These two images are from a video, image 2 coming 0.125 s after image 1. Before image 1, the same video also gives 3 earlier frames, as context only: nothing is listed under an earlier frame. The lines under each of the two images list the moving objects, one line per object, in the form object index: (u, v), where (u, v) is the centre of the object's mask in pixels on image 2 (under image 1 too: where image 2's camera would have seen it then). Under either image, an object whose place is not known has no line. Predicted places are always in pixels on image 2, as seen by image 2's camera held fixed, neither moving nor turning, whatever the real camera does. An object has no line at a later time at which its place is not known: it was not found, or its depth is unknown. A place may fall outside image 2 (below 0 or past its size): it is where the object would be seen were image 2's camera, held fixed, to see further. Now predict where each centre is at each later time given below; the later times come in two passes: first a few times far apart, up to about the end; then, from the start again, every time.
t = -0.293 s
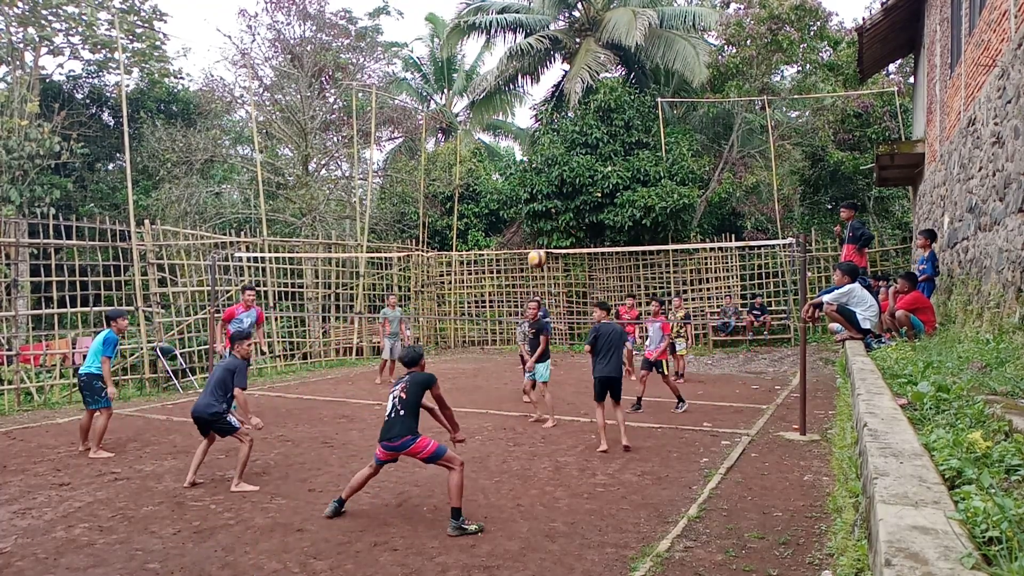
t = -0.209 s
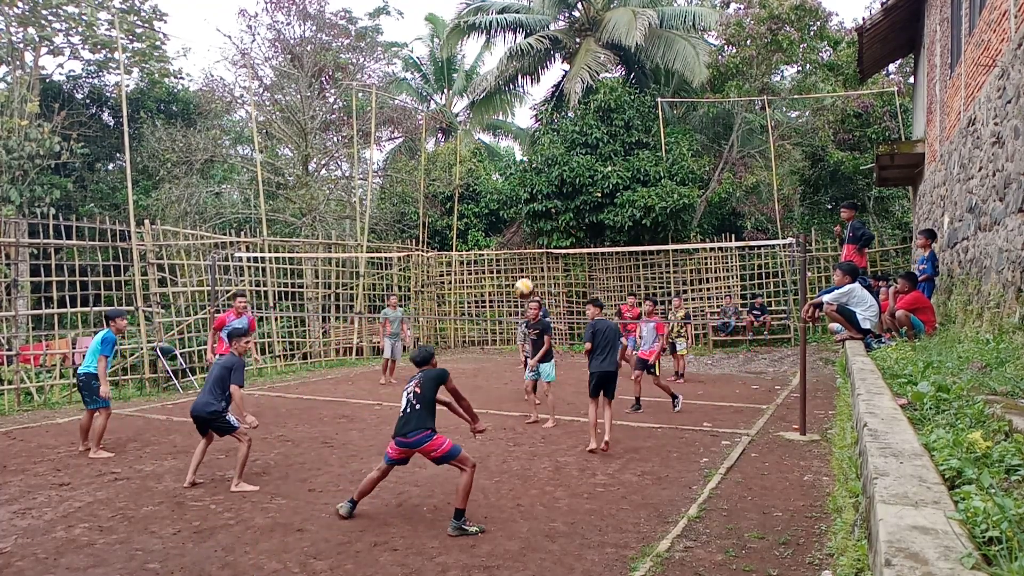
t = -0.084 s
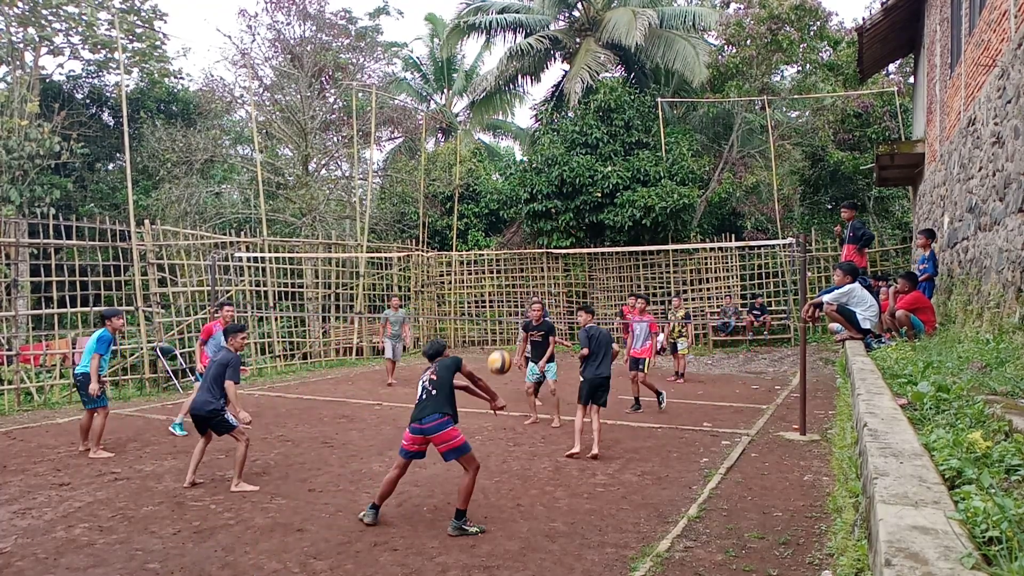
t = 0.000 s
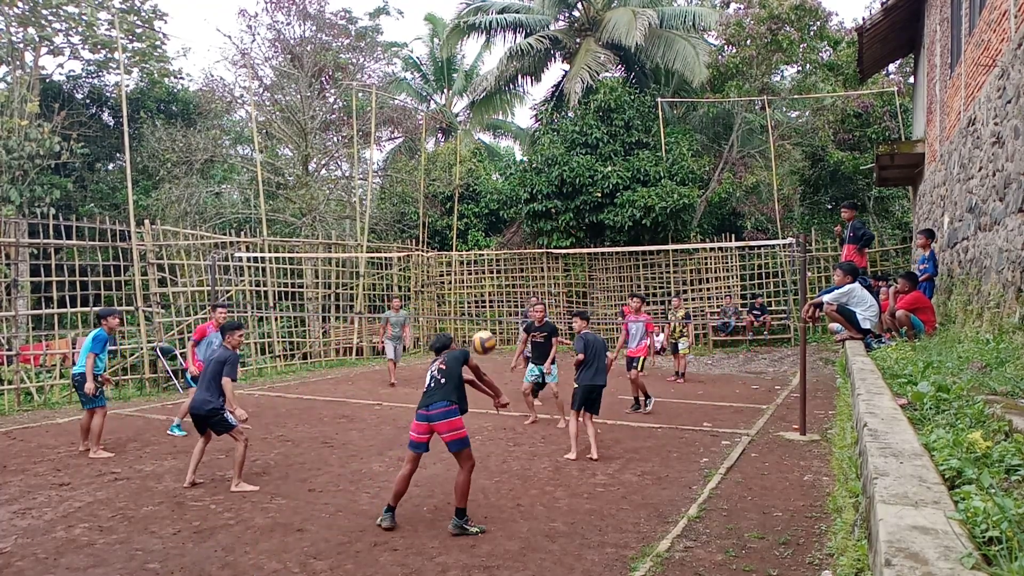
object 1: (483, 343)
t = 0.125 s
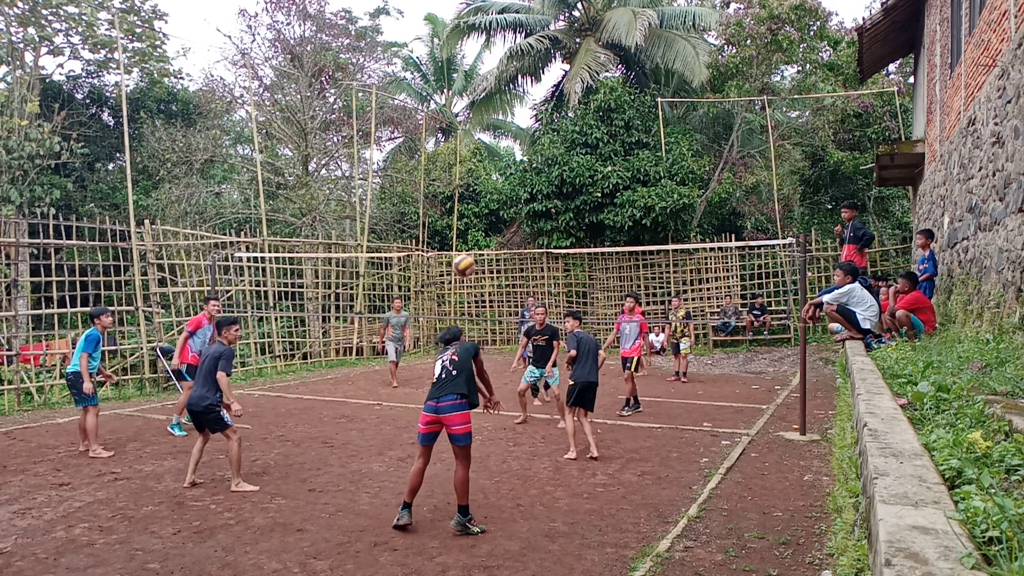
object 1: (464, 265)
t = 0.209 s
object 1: (452, 228)
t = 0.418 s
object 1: (423, 173)
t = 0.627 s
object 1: (399, 162)
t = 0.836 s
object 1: (379, 186)
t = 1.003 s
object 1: (364, 227)
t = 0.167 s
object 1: (458, 246)
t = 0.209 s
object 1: (452, 228)
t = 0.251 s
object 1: (446, 213)
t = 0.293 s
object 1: (440, 200)
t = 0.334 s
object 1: (434, 189)
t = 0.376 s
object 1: (428, 180)
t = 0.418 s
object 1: (423, 173)
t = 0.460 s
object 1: (418, 167)
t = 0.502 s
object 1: (413, 163)
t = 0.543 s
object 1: (408, 161)
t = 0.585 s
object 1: (403, 161)
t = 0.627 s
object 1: (399, 162)
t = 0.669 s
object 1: (394, 164)
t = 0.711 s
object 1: (391, 168)
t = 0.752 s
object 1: (386, 172)
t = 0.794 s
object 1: (382, 179)
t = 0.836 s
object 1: (379, 186)
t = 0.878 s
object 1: (375, 195)
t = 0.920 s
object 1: (371, 205)
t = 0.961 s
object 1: (368, 215)
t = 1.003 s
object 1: (364, 227)
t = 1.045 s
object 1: (360, 240)
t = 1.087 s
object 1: (358, 252)
